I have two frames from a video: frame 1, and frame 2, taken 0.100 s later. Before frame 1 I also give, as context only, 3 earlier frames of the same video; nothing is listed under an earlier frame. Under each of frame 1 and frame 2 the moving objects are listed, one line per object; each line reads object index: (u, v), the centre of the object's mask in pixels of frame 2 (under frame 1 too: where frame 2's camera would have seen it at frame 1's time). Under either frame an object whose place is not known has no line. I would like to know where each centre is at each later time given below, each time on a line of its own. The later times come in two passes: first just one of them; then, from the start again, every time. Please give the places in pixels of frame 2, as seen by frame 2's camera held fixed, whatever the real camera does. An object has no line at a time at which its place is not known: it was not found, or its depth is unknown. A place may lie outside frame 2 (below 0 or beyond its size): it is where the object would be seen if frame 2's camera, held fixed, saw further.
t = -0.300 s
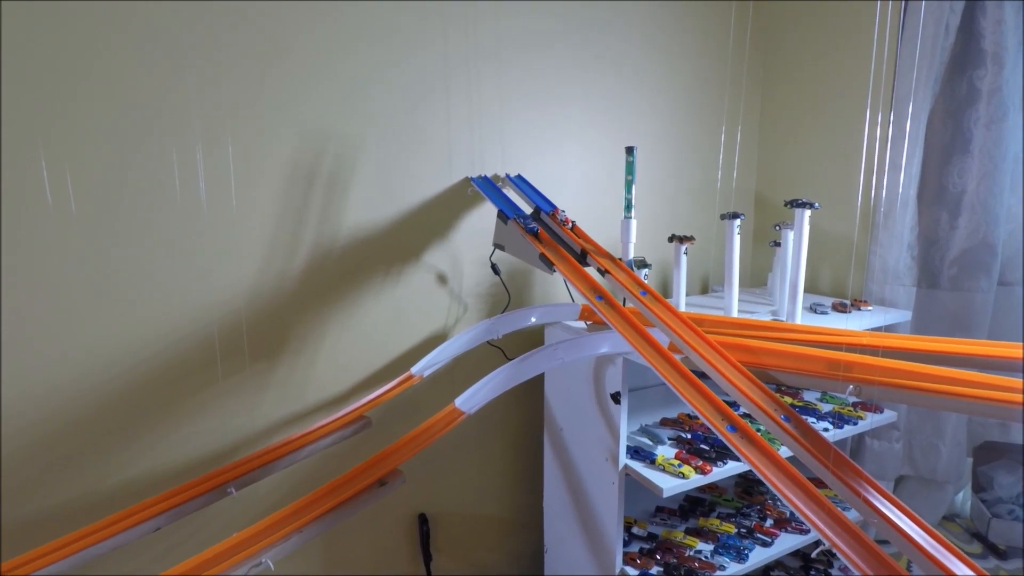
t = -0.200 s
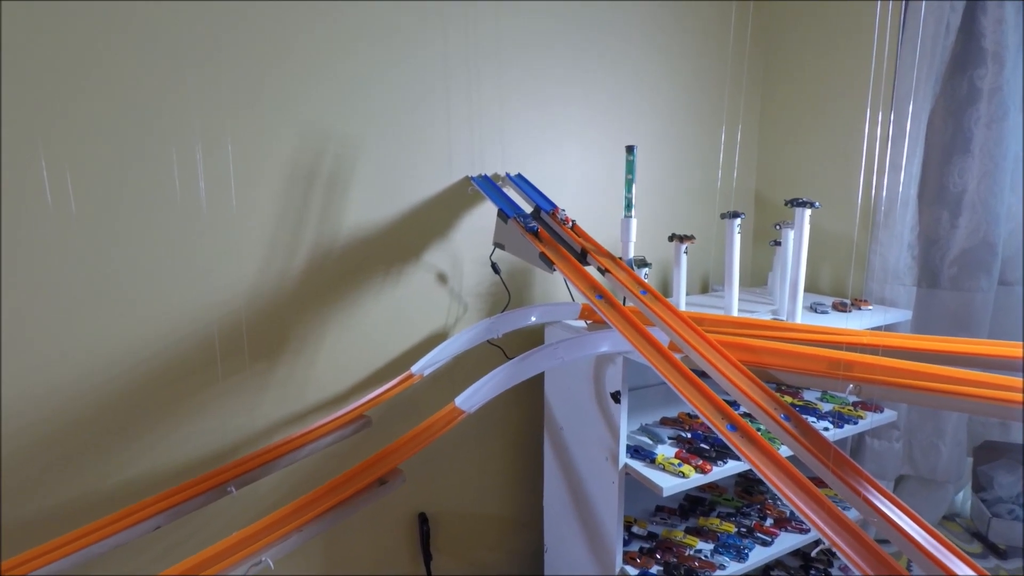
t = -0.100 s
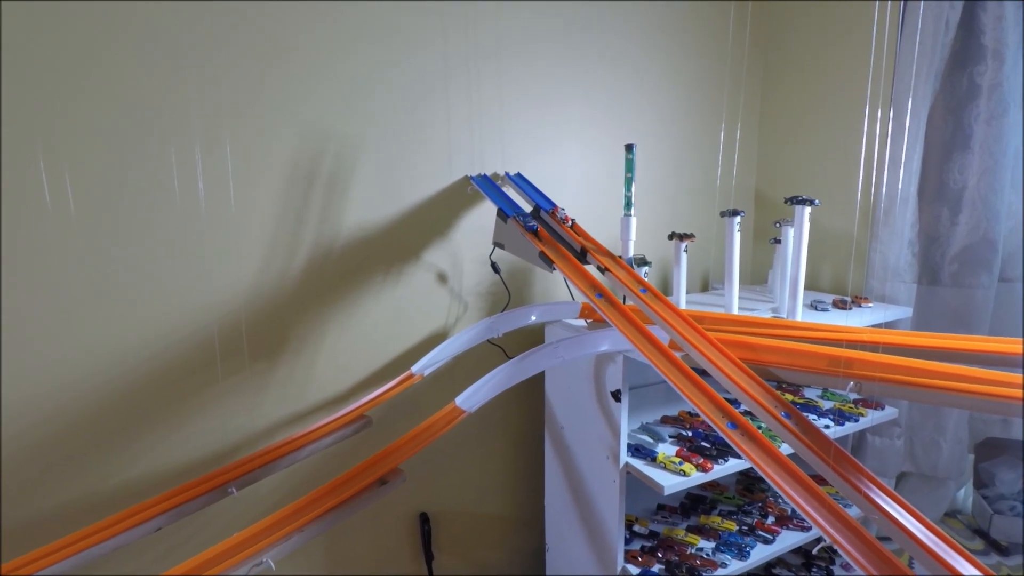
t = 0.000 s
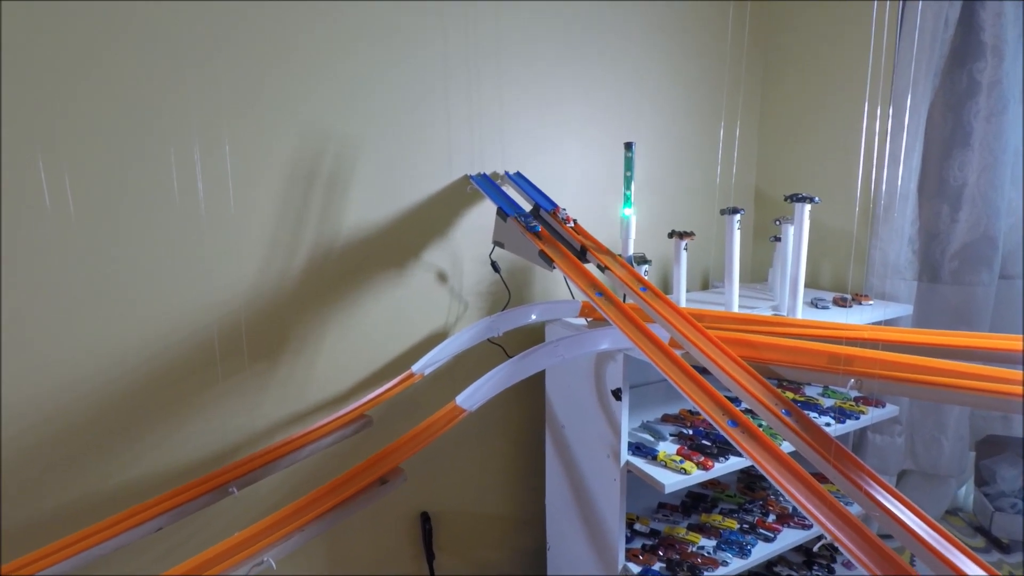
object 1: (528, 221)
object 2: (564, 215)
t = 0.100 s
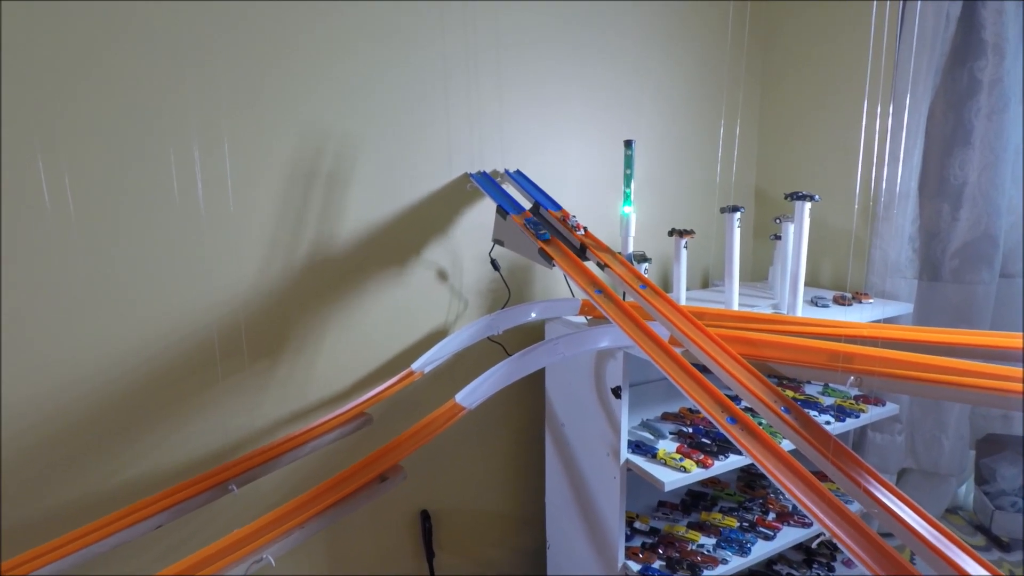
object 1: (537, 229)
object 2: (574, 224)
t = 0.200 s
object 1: (553, 246)
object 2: (592, 241)
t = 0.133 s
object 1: (542, 234)
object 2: (580, 229)
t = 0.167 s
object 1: (547, 240)
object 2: (584, 234)
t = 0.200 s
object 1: (553, 246)
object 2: (592, 241)
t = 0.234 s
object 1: (561, 253)
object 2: (599, 247)
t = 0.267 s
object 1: (569, 261)
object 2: (609, 255)
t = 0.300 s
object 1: (577, 271)
